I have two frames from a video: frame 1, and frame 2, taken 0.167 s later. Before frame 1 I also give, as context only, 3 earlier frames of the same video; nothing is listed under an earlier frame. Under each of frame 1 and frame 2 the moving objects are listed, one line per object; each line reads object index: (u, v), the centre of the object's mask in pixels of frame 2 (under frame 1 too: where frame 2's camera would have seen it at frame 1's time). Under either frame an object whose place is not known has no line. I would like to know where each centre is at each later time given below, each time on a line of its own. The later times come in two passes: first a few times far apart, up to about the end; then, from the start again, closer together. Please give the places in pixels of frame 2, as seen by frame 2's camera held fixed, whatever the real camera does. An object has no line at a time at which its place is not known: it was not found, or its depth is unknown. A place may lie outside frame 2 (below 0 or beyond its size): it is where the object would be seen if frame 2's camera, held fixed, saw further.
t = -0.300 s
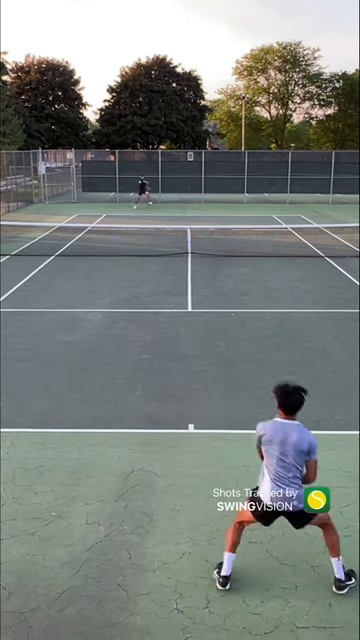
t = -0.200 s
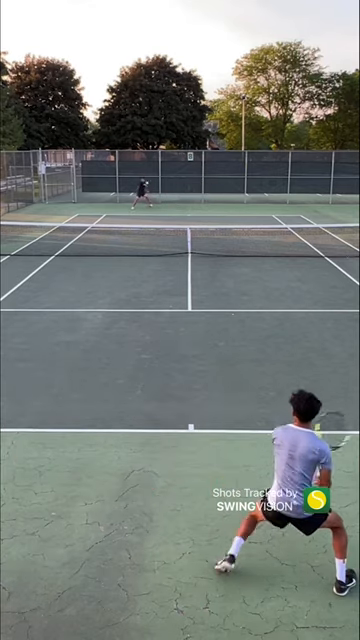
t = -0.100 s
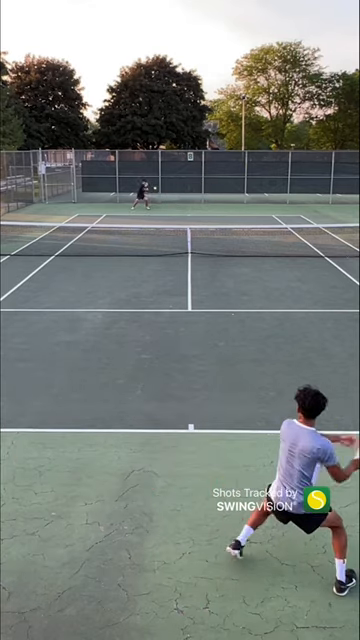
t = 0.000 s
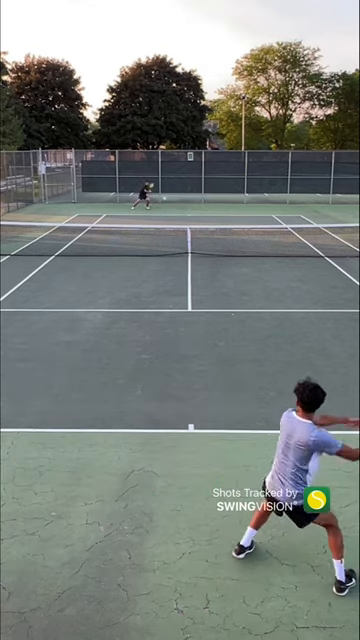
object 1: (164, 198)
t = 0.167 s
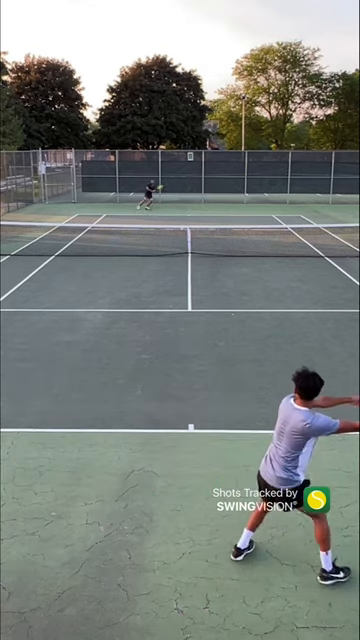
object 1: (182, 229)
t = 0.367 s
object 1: (215, 314)
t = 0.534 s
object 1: (245, 315)
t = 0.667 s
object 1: (278, 314)
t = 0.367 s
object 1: (215, 314)
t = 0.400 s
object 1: (220, 327)
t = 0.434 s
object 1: (226, 324)
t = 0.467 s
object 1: (232, 320)
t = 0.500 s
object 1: (238, 317)
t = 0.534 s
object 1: (245, 315)
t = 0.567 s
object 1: (252, 314)
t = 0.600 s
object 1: (260, 313)
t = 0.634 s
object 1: (269, 313)
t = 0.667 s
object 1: (278, 314)
